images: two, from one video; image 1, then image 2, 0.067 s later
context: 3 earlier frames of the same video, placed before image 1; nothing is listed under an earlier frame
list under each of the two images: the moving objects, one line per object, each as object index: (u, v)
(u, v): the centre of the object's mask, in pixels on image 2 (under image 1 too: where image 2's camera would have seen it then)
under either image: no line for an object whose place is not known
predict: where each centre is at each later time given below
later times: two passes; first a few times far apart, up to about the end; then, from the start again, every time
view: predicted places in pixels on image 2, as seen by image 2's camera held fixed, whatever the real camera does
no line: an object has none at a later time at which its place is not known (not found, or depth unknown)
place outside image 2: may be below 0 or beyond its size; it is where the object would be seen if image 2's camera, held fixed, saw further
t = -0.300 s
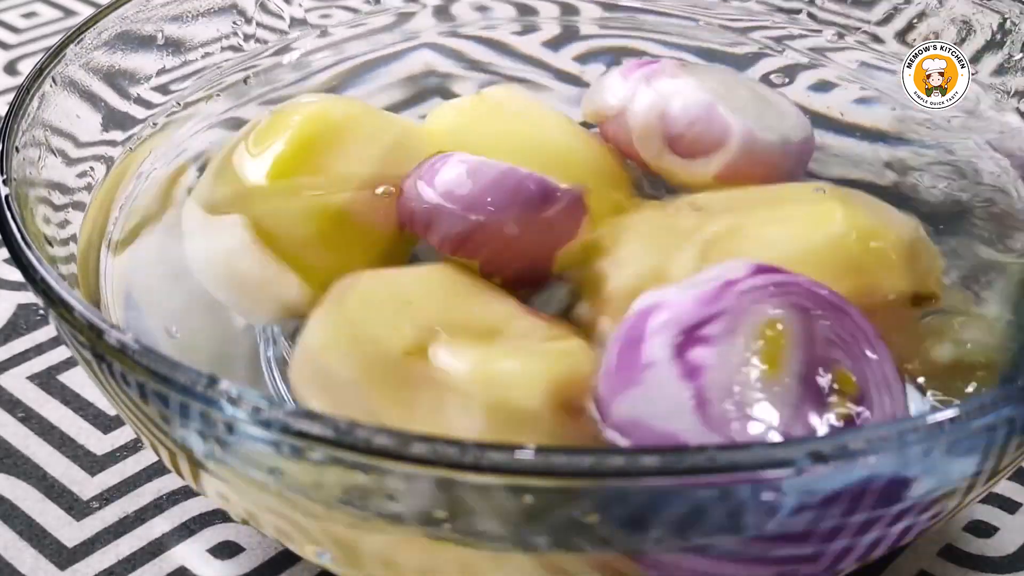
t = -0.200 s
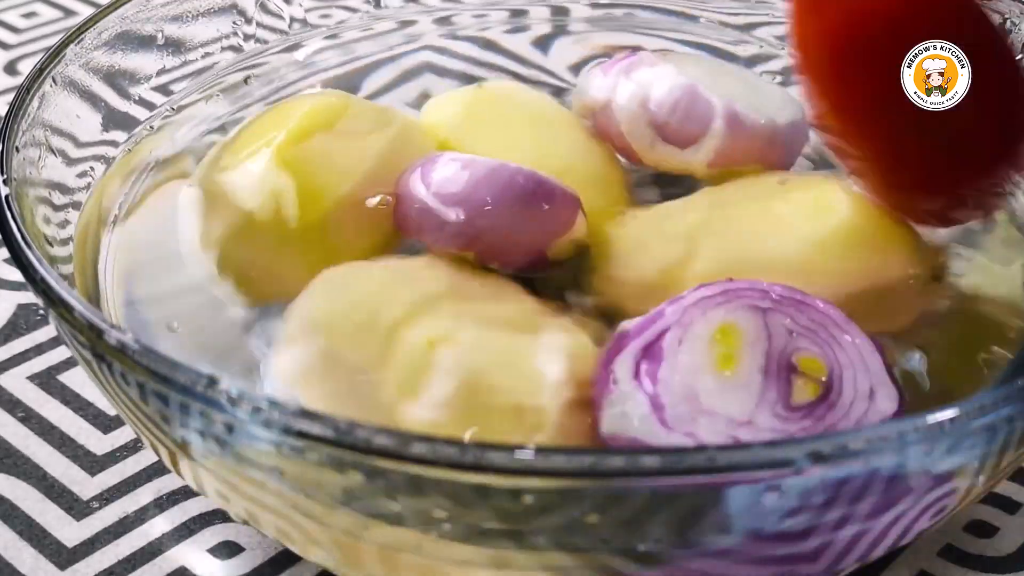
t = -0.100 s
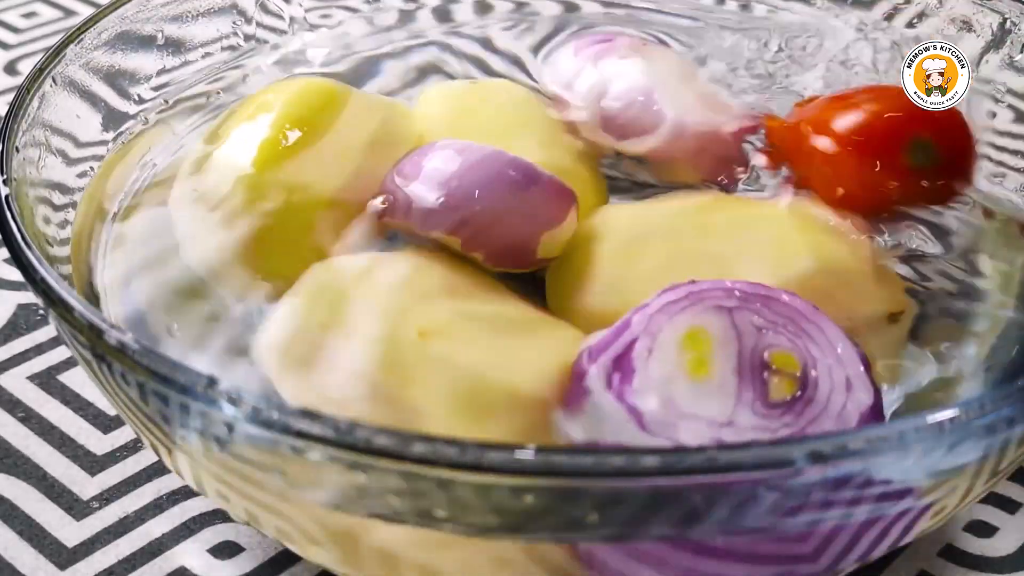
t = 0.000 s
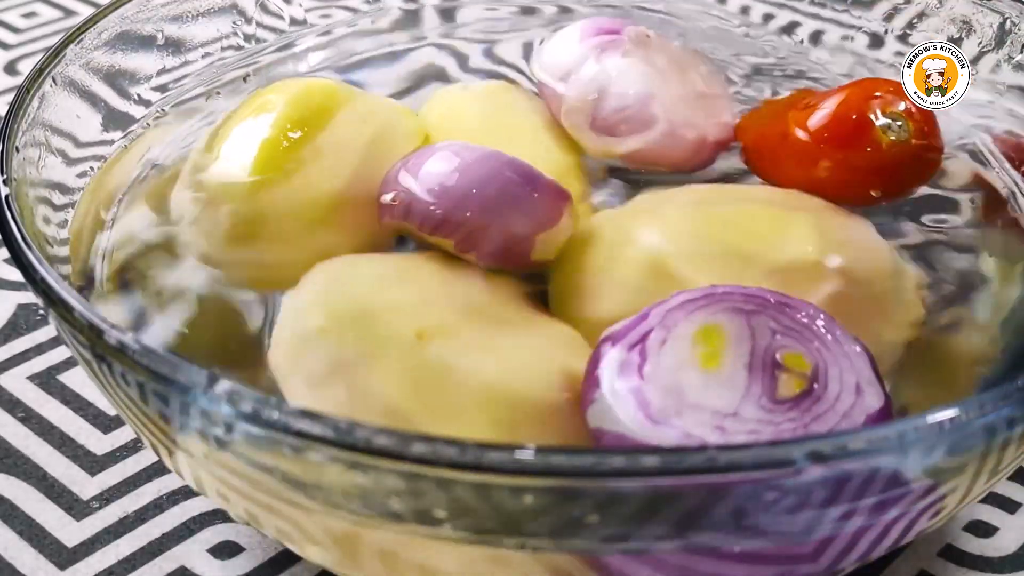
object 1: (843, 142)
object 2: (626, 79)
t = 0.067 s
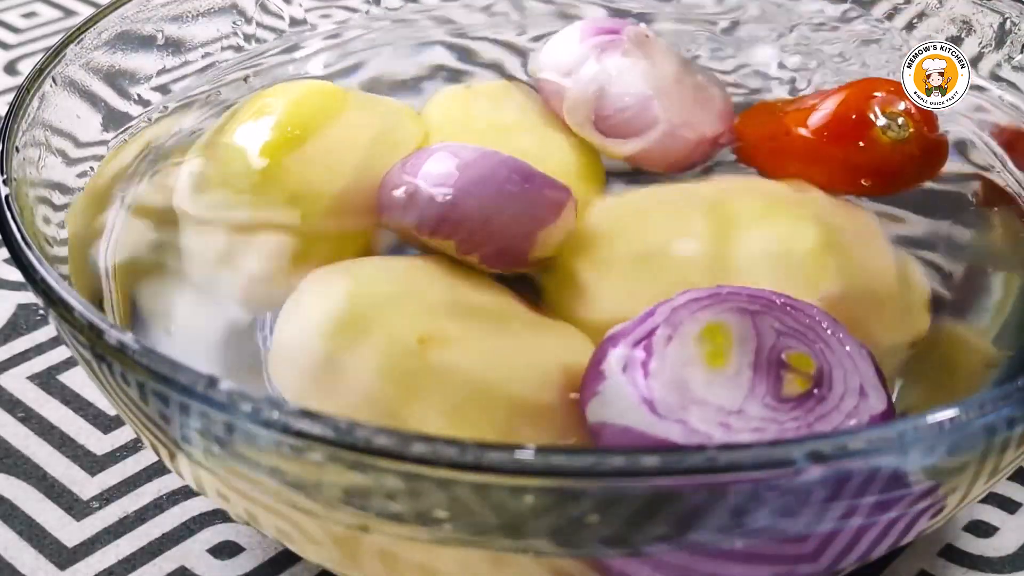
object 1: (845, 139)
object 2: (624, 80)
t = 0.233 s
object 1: (854, 145)
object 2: (618, 75)
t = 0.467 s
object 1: (860, 144)
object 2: (631, 85)
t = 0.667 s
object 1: (855, 143)
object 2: (641, 91)
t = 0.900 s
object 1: (850, 140)
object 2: (646, 98)
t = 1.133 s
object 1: (848, 141)
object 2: (645, 100)
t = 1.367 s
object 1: (847, 140)
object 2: (646, 99)
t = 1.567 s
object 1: (848, 140)
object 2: (645, 99)
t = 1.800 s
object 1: (848, 141)
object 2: (645, 99)
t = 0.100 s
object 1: (848, 142)
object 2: (621, 79)
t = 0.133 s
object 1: (847, 144)
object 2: (625, 77)
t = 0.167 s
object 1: (846, 147)
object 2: (624, 76)
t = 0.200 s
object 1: (848, 146)
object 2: (623, 75)
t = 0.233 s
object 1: (854, 145)
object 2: (618, 75)
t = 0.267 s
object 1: (857, 146)
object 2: (616, 76)
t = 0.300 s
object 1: (859, 143)
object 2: (622, 77)
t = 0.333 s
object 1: (861, 143)
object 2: (628, 79)
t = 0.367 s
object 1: (864, 142)
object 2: (630, 81)
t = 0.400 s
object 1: (863, 142)
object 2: (631, 83)
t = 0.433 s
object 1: (862, 144)
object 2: (631, 85)
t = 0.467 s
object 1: (860, 144)
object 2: (631, 85)
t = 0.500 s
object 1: (858, 144)
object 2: (633, 86)
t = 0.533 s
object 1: (858, 145)
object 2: (636, 87)
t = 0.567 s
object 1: (857, 145)
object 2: (637, 90)
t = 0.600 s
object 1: (857, 145)
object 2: (639, 91)
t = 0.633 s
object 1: (857, 144)
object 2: (641, 92)
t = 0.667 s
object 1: (855, 143)
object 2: (641, 91)
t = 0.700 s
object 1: (854, 142)
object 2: (642, 93)
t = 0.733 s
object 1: (854, 143)
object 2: (642, 93)
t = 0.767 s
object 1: (853, 143)
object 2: (644, 94)
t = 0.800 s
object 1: (853, 142)
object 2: (644, 94)
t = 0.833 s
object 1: (852, 141)
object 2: (645, 96)
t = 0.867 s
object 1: (852, 141)
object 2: (645, 97)
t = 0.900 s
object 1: (850, 140)
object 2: (646, 98)
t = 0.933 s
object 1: (849, 141)
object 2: (646, 98)
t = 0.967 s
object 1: (849, 141)
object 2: (645, 99)
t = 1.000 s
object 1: (848, 141)
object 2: (645, 99)
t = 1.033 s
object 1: (847, 141)
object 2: (645, 100)
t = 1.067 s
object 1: (847, 141)
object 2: (645, 99)
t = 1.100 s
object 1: (848, 141)
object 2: (645, 100)
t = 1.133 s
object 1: (848, 141)
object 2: (645, 100)
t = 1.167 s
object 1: (847, 141)
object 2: (645, 100)
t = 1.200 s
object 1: (847, 141)
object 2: (645, 99)
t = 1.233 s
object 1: (848, 141)
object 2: (645, 99)
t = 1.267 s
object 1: (848, 140)
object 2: (645, 99)
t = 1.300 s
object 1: (848, 141)
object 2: (645, 99)
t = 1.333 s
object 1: (847, 140)
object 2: (645, 99)
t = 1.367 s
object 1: (847, 140)
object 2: (646, 99)
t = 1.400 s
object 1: (847, 140)
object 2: (646, 99)
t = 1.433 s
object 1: (848, 140)
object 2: (646, 99)
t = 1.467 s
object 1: (848, 140)
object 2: (645, 99)
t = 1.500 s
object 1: (848, 140)
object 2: (645, 99)
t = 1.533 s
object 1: (848, 140)
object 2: (645, 99)
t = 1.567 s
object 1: (848, 140)
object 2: (645, 99)
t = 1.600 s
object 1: (848, 141)
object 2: (645, 99)
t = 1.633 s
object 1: (848, 141)
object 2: (645, 99)
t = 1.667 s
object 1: (848, 141)
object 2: (645, 99)
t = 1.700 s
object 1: (848, 141)
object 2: (645, 99)
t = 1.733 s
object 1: (848, 140)
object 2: (645, 99)
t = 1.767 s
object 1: (848, 141)
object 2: (645, 99)
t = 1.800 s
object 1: (848, 141)
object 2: (645, 99)
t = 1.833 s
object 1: (848, 141)
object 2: (645, 98)
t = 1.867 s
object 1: (847, 141)
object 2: (644, 96)
